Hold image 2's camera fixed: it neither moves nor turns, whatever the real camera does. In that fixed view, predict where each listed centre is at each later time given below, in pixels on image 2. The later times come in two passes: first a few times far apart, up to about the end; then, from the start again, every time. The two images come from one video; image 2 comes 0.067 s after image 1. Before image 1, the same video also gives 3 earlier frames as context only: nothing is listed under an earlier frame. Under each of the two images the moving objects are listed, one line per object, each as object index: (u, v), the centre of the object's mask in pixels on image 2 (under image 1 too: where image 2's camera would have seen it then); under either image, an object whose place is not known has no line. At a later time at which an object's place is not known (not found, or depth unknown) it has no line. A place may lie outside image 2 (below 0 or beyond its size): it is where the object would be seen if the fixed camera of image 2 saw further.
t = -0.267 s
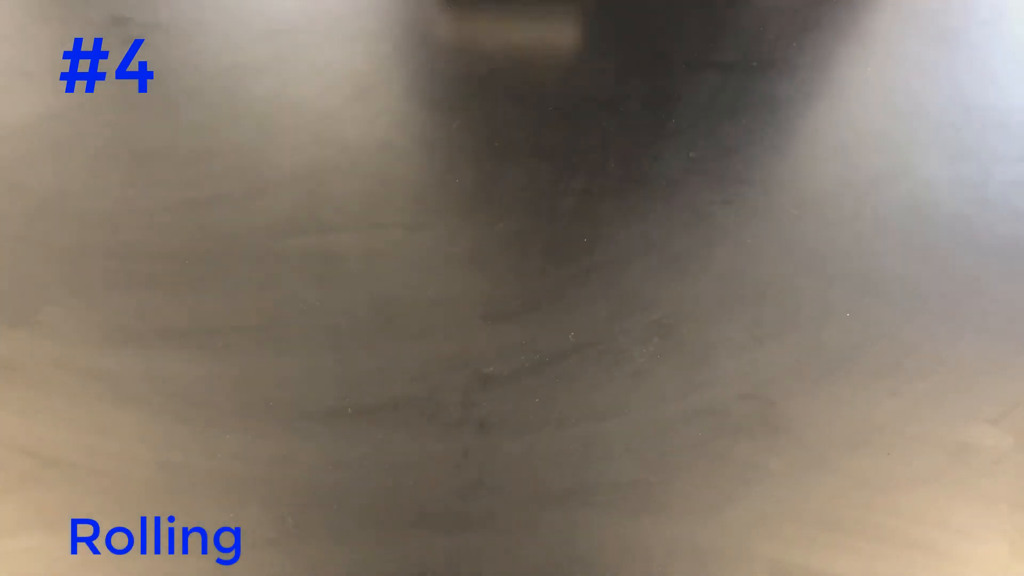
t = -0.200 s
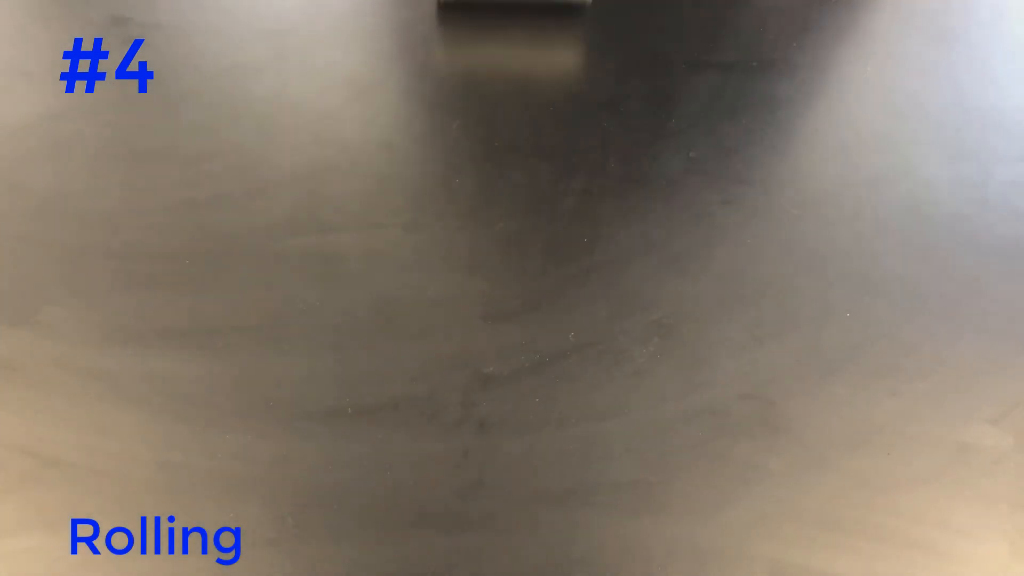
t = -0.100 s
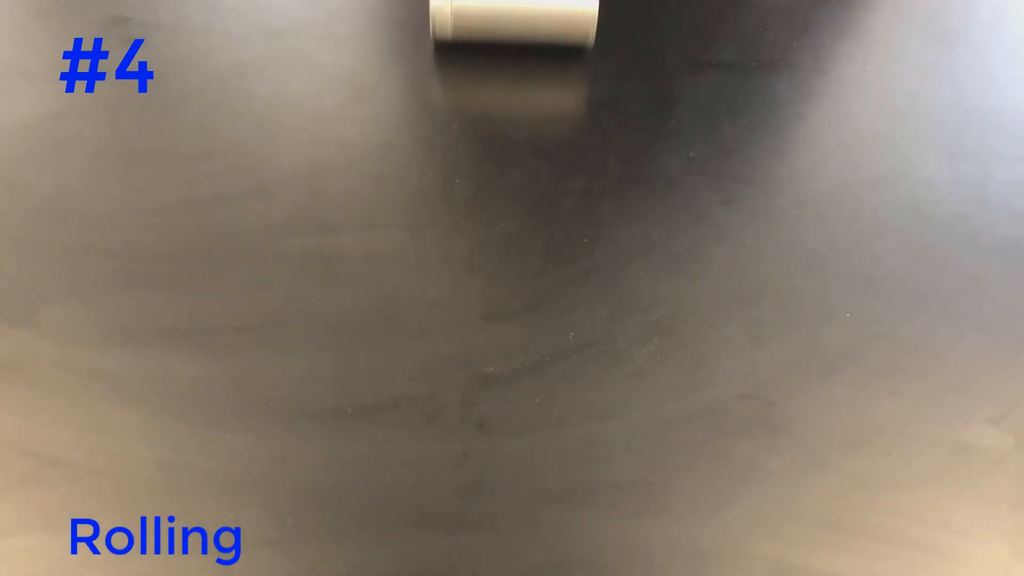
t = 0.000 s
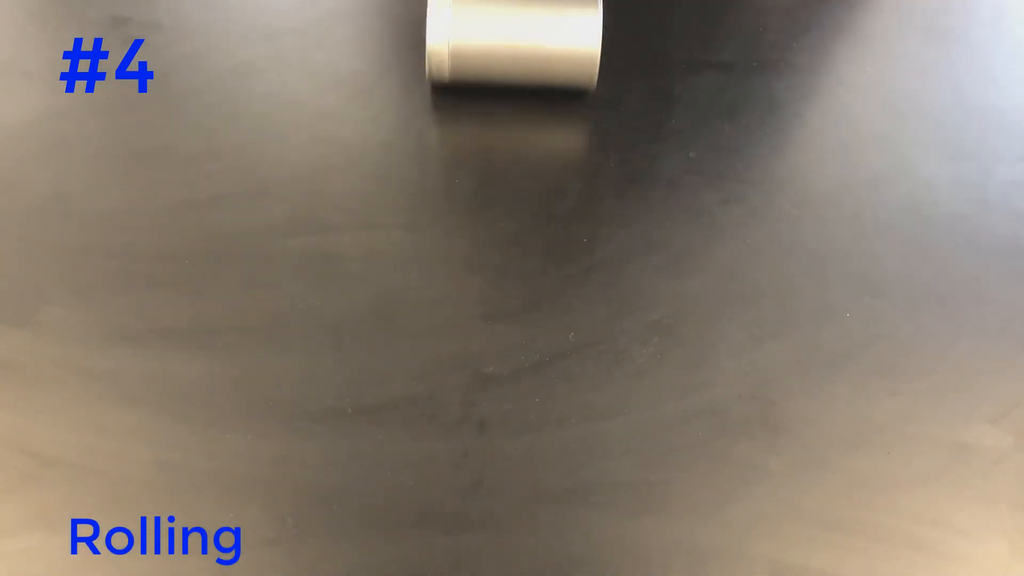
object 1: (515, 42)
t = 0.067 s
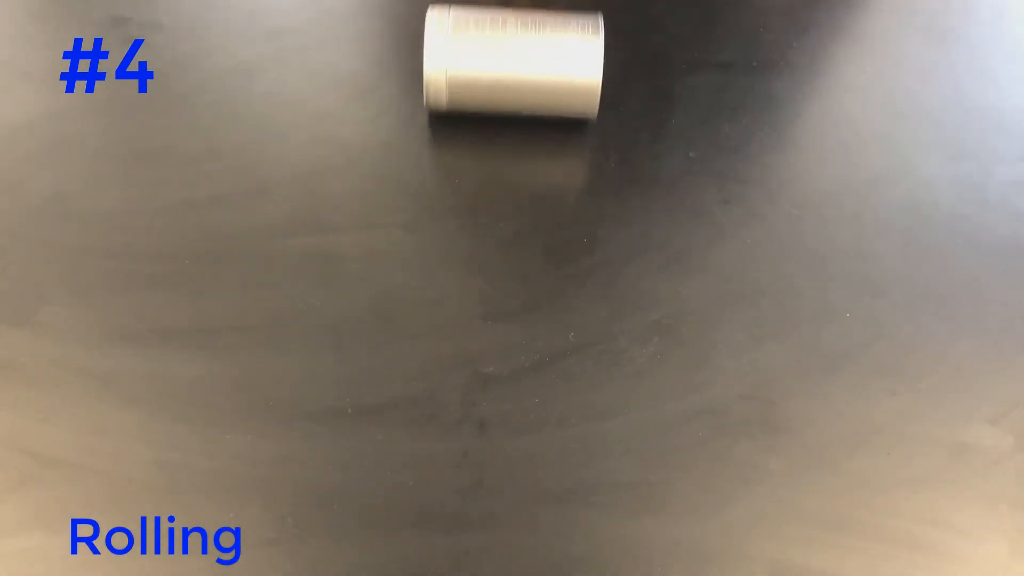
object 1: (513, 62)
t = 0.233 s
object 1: (510, 140)
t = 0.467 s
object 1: (502, 259)
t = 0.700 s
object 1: (488, 399)
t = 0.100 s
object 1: (513, 77)
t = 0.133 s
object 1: (512, 92)
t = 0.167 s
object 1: (511, 108)
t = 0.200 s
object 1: (510, 123)
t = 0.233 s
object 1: (510, 140)
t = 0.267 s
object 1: (509, 156)
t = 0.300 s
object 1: (508, 173)
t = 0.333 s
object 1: (507, 190)
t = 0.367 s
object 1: (505, 207)
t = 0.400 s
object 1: (504, 224)
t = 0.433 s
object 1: (503, 241)
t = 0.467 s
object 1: (502, 259)
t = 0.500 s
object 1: (500, 276)
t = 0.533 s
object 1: (499, 295)
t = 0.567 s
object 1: (497, 315)
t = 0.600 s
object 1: (495, 337)
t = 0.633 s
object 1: (492, 356)
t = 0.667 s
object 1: (490, 377)
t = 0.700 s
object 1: (488, 399)
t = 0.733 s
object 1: (485, 422)
